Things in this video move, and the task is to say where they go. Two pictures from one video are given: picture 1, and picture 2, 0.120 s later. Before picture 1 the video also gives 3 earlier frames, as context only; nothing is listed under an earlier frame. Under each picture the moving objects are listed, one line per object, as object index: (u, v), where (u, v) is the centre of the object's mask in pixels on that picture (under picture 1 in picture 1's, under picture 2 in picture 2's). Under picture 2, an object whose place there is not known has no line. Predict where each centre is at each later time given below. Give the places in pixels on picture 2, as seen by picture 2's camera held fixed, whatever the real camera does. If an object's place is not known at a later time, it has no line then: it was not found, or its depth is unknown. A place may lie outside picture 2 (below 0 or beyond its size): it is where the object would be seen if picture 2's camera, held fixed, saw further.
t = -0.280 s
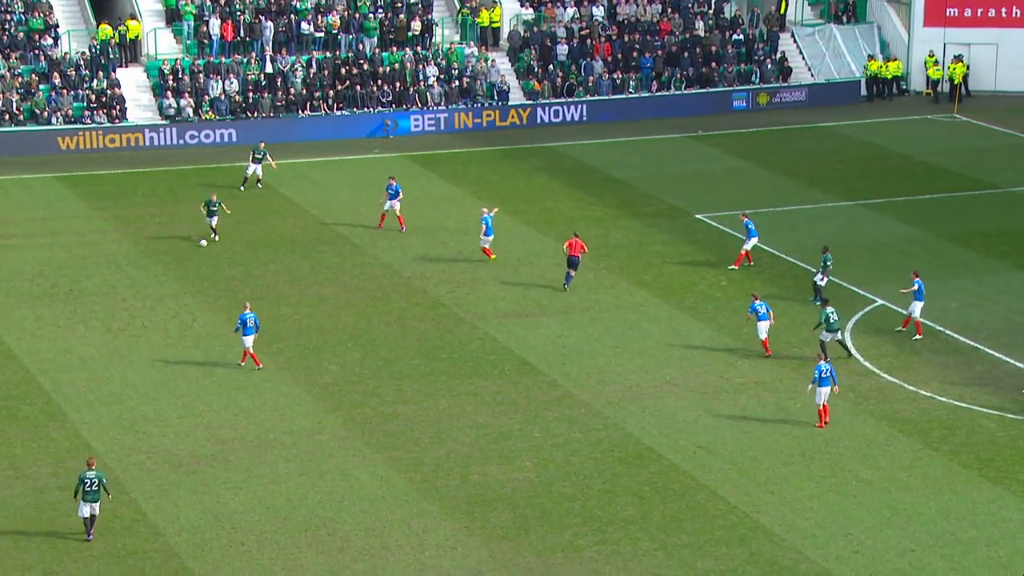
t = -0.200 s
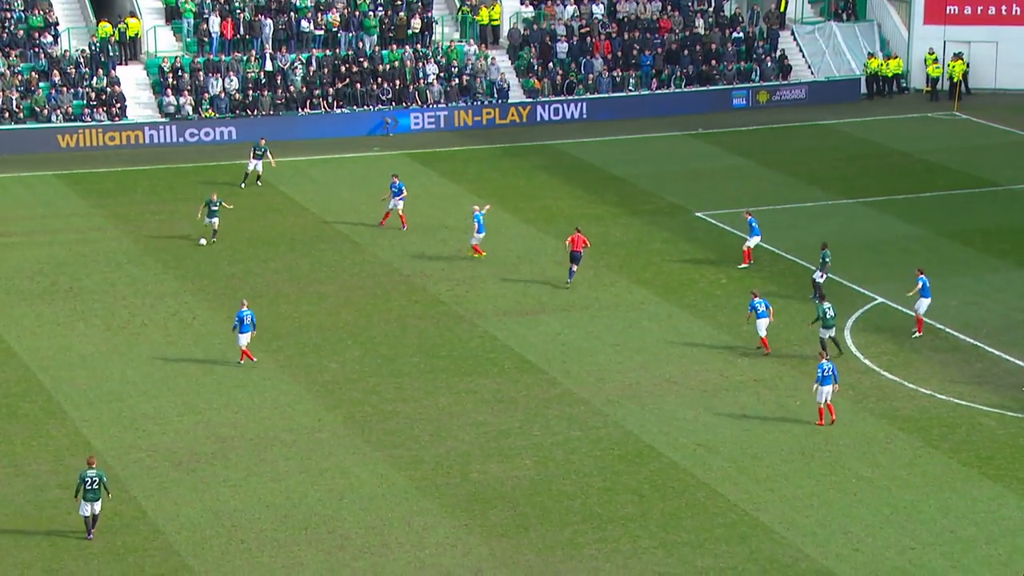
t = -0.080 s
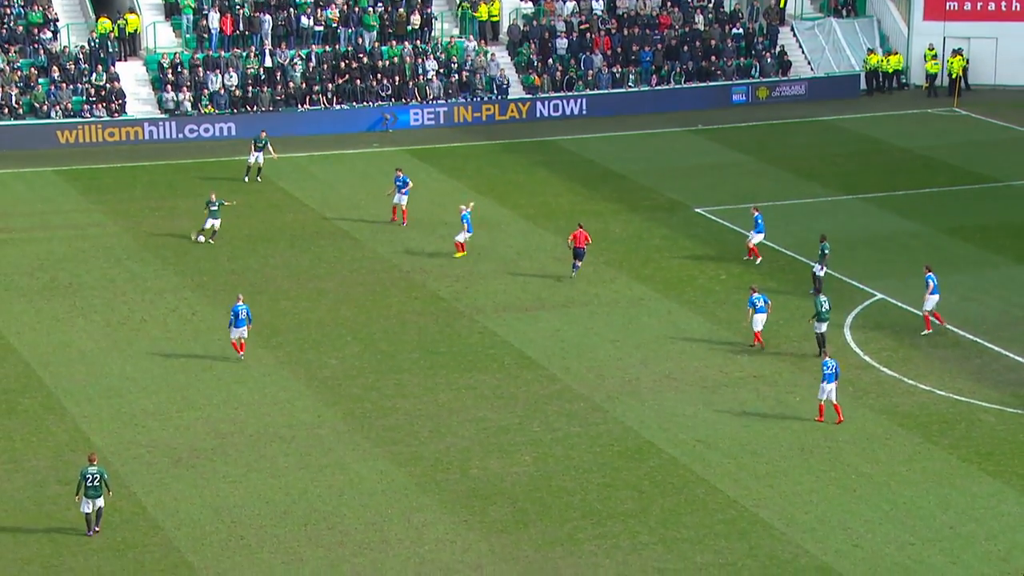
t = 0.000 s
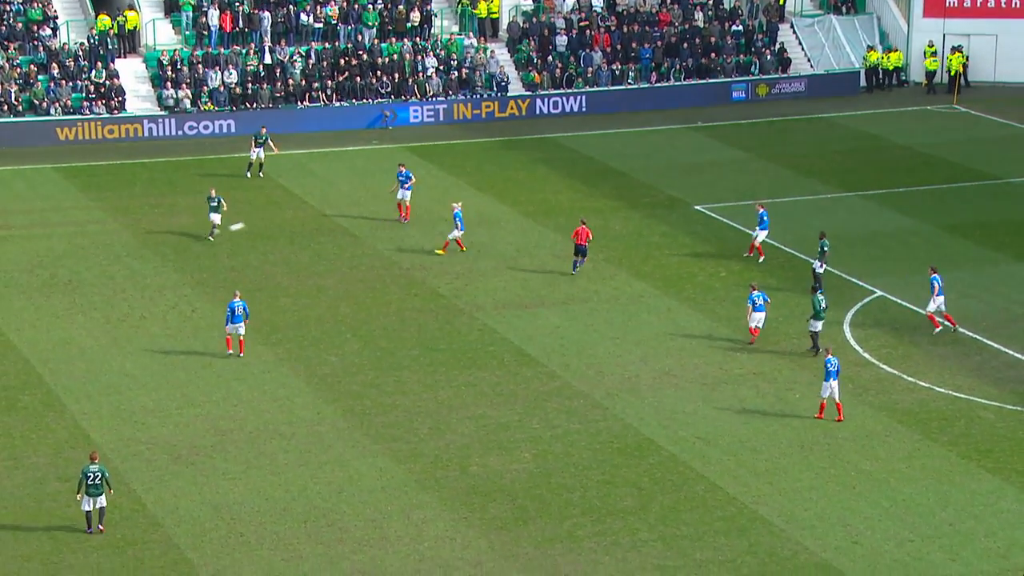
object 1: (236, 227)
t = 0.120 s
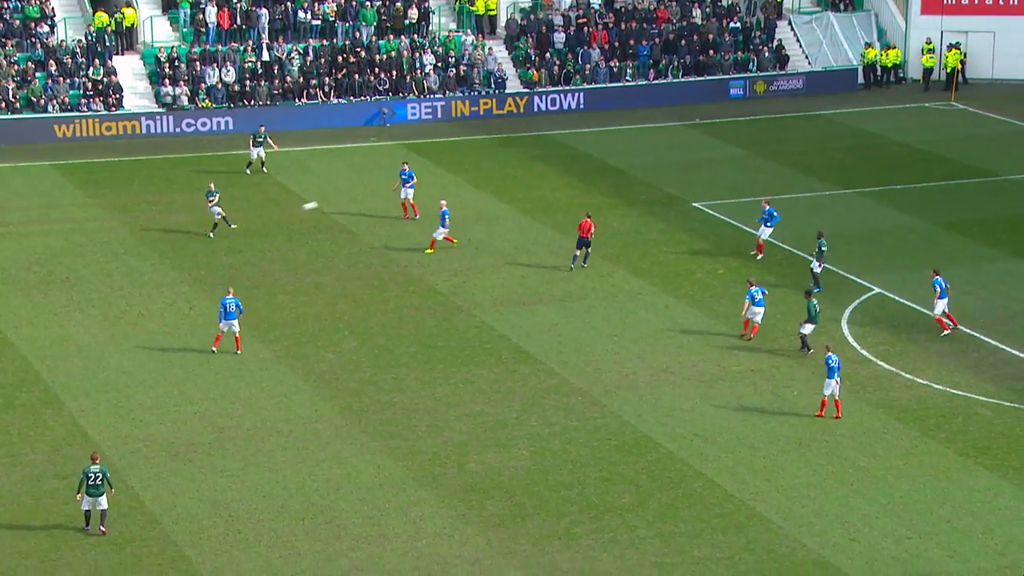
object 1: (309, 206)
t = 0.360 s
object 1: (464, 178)
